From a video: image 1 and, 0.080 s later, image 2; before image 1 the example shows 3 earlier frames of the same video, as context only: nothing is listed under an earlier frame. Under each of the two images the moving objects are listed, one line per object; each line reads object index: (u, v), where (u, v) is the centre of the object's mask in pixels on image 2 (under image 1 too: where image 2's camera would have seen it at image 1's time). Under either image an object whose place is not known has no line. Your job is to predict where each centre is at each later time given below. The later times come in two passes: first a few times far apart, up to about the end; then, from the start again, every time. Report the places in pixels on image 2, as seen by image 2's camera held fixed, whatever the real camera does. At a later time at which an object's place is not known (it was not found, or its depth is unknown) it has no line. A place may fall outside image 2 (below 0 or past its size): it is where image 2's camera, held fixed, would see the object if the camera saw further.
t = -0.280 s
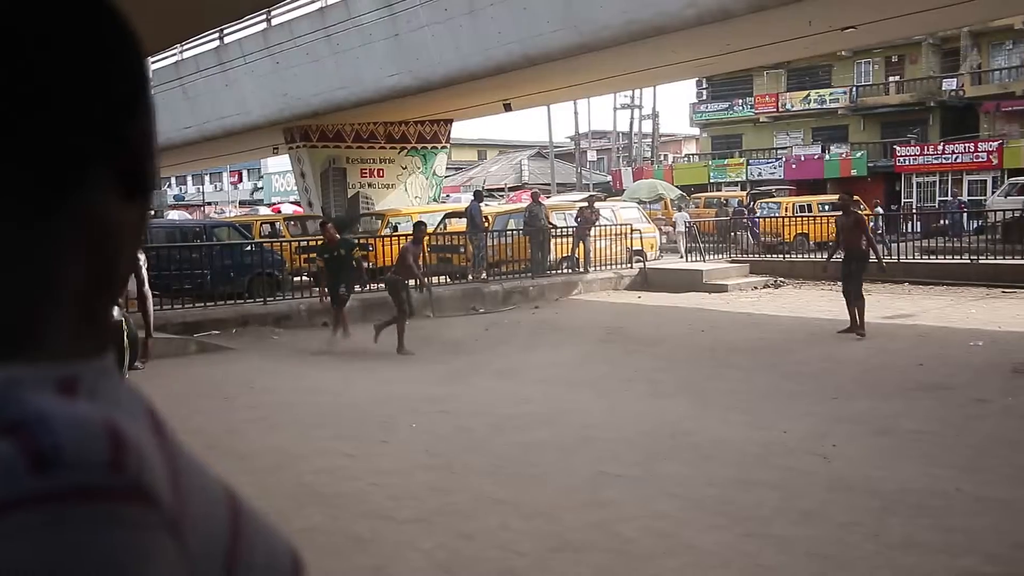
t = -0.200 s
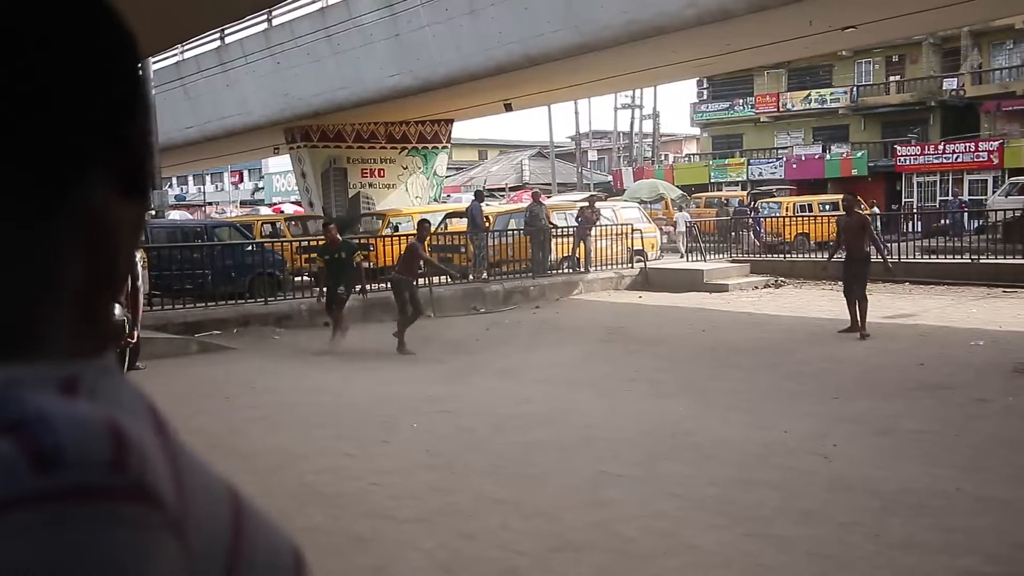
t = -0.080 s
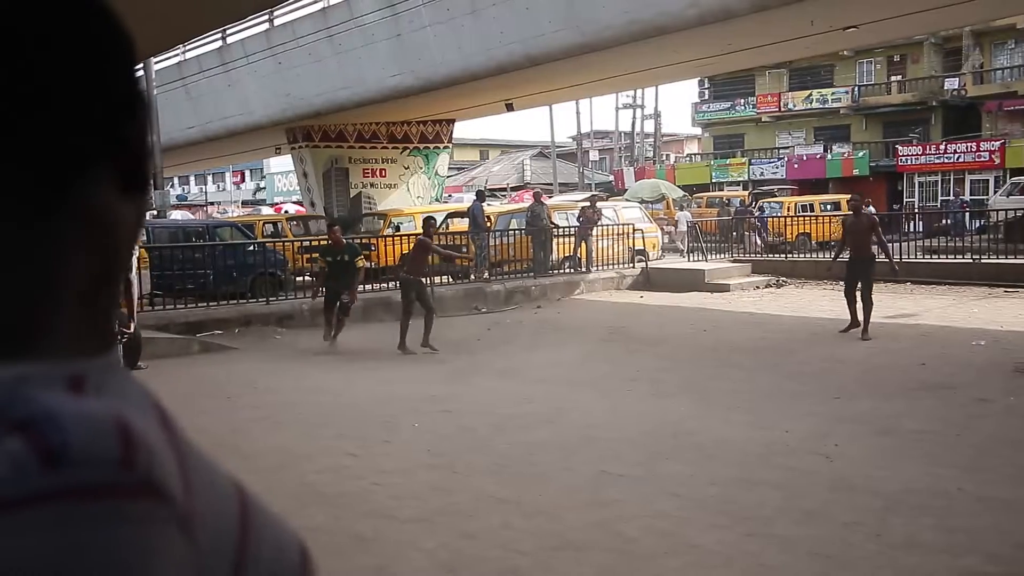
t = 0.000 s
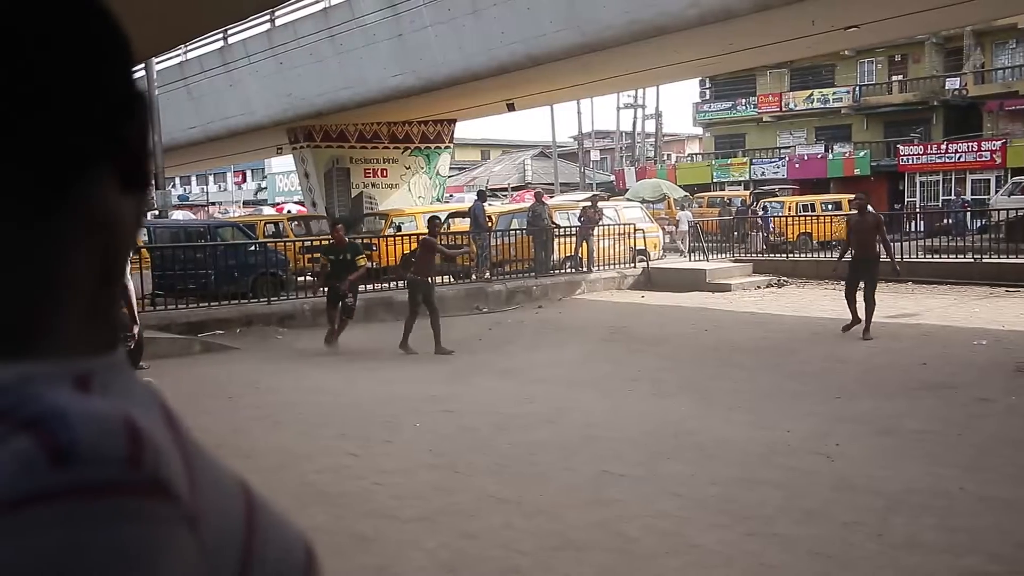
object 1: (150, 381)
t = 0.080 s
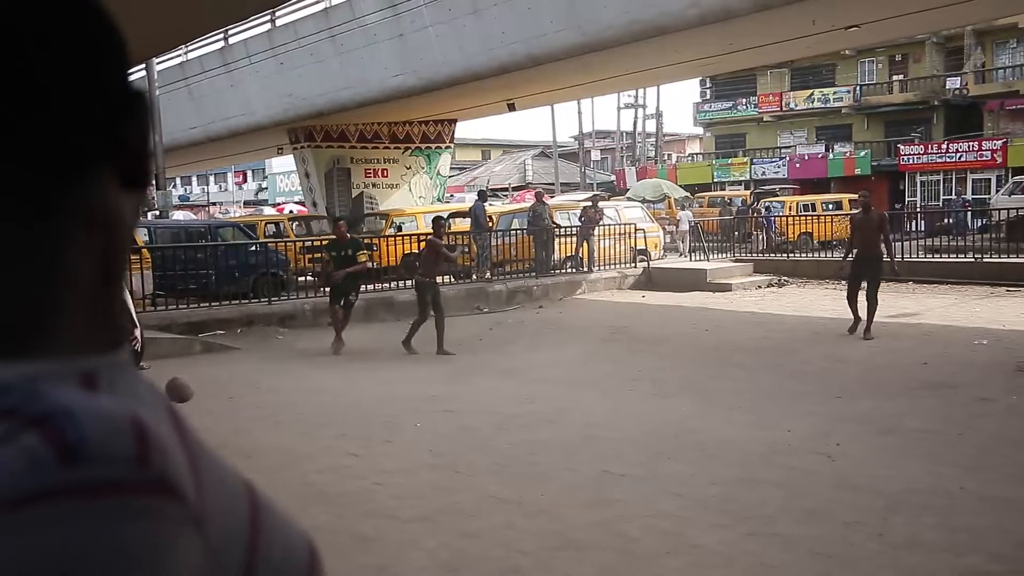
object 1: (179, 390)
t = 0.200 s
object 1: (230, 403)
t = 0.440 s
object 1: (309, 437)
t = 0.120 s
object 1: (196, 393)
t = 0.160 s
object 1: (214, 396)
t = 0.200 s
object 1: (230, 403)
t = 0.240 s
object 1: (248, 412)
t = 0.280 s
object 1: (266, 422)
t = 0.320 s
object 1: (284, 435)
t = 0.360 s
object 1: (299, 449)
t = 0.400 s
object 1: (304, 442)
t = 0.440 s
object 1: (309, 437)
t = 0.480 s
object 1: (314, 434)
